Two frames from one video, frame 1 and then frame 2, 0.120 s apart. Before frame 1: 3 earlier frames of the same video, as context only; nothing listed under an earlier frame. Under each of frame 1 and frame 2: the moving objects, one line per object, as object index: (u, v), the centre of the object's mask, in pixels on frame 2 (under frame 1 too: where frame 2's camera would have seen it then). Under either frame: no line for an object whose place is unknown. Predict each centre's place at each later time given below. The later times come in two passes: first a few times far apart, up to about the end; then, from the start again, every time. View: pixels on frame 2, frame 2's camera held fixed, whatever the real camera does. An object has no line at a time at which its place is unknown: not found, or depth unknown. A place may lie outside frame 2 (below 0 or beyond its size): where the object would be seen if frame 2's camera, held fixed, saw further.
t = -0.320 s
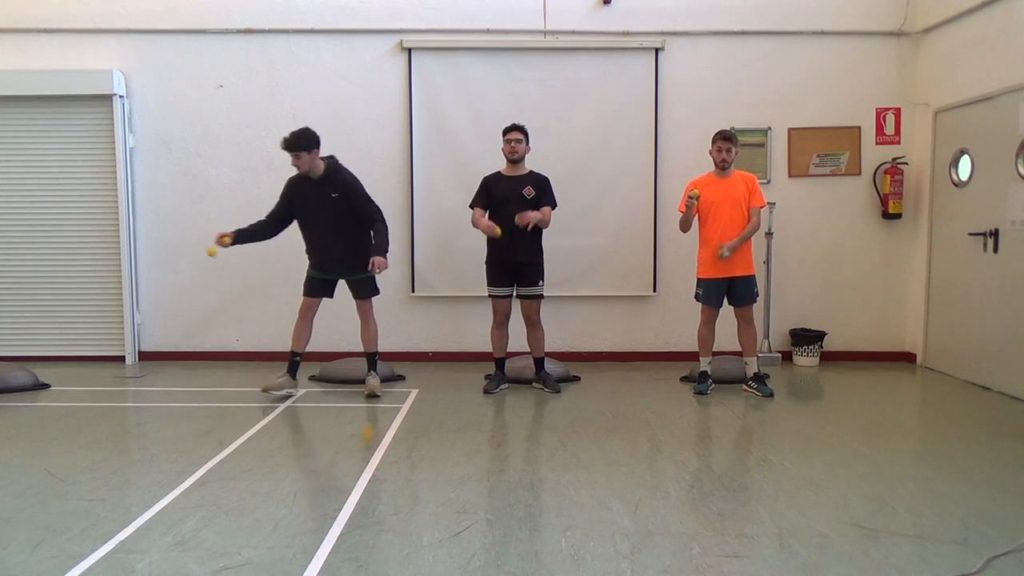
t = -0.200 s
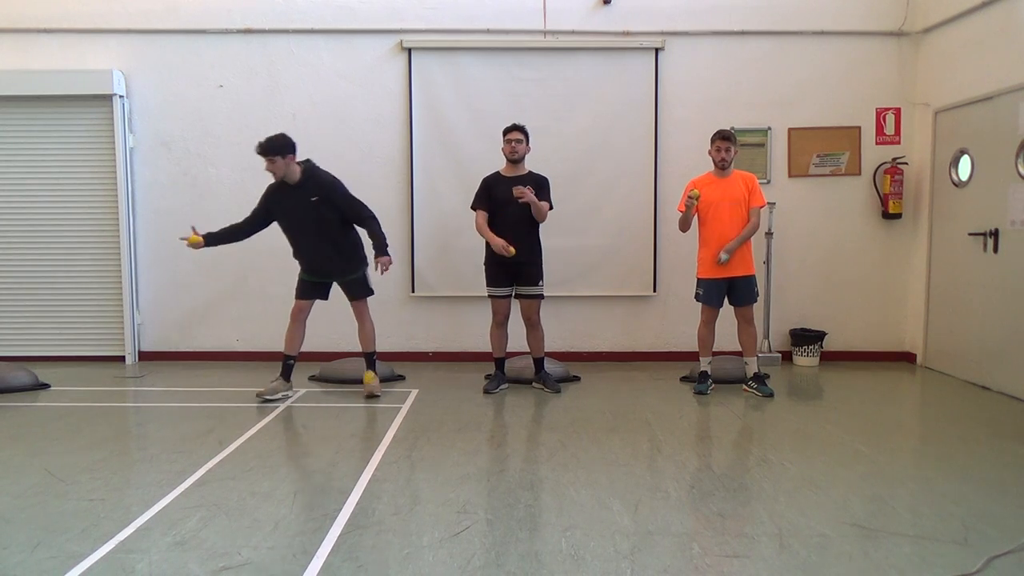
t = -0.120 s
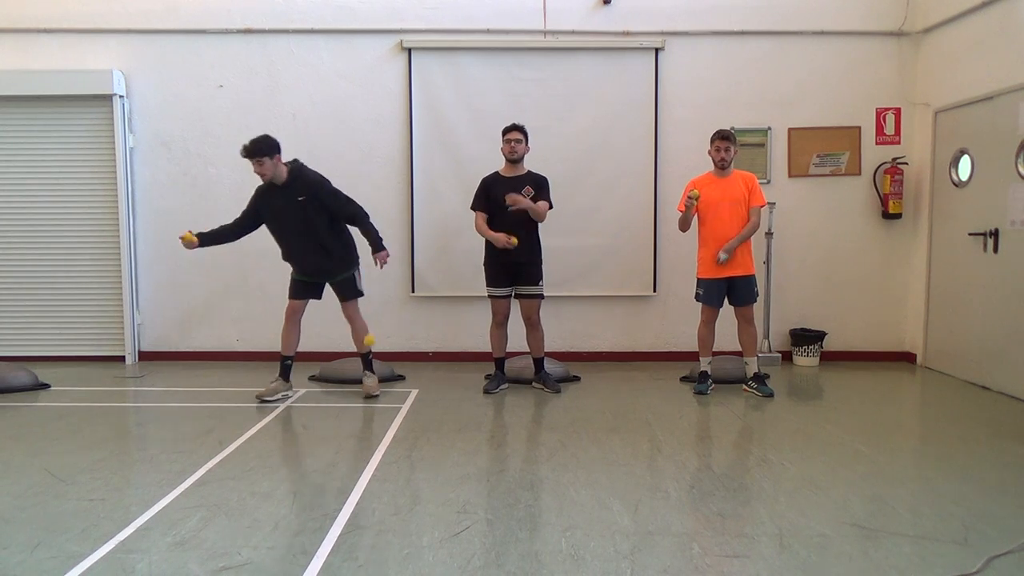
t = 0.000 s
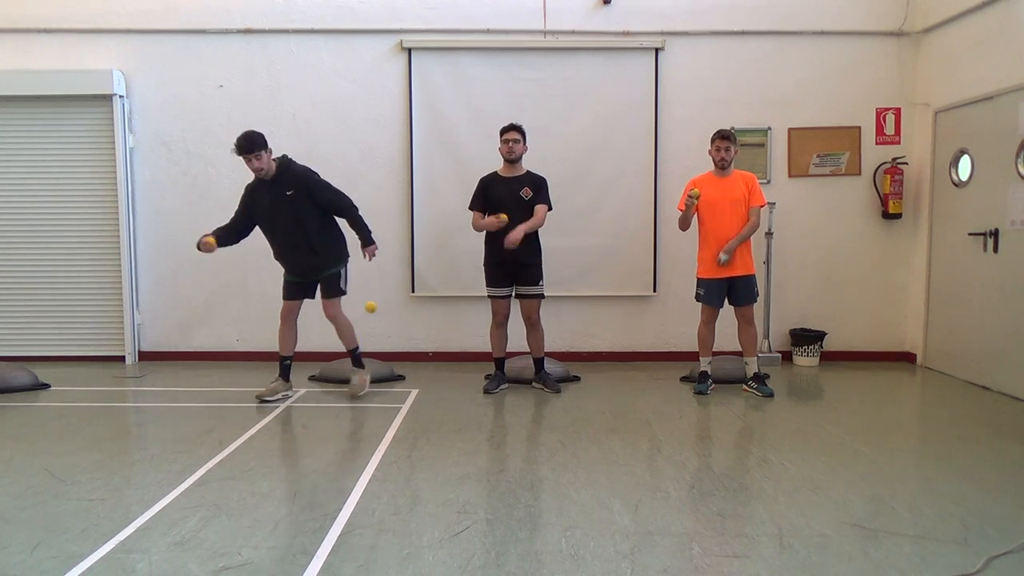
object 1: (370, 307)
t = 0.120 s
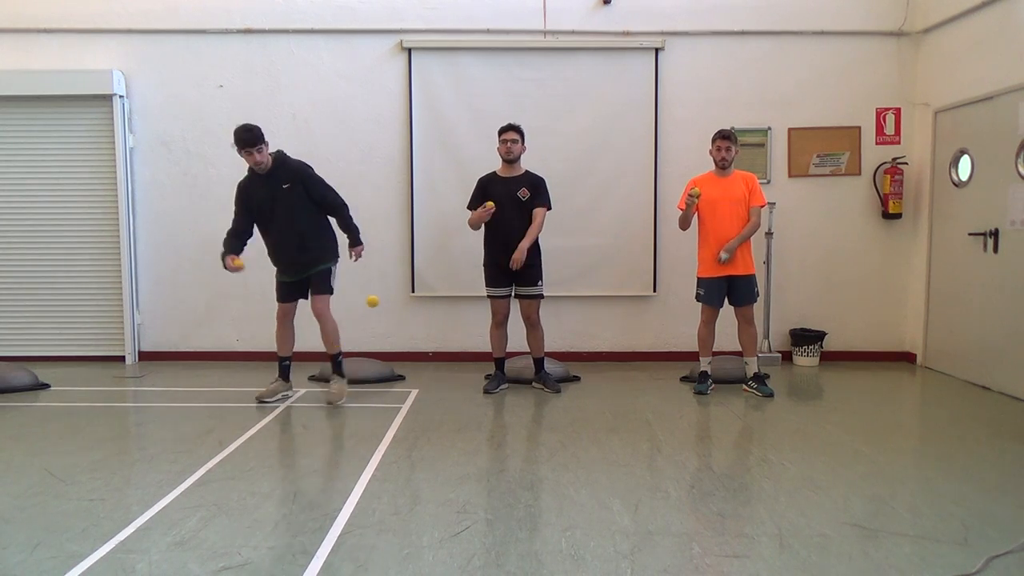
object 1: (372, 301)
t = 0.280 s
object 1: (376, 341)
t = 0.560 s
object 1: (381, 427)
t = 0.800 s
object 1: (385, 351)
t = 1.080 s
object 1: (391, 433)
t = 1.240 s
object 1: (396, 485)
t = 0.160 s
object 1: (373, 306)
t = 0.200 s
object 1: (374, 314)
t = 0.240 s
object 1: (374, 326)
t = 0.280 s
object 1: (376, 341)
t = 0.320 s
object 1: (377, 360)
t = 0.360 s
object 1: (377, 383)
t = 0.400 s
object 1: (378, 411)
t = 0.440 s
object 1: (379, 442)
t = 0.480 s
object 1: (380, 476)
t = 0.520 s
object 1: (380, 453)
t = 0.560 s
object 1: (381, 427)
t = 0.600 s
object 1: (382, 406)
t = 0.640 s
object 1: (383, 388)
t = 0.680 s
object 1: (383, 375)
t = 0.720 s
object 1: (383, 363)
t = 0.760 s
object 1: (384, 355)
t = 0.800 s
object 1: (385, 351)
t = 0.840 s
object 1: (385, 351)
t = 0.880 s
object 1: (386, 354)
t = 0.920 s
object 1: (387, 361)
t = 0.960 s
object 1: (388, 373)
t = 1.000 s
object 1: (389, 387)
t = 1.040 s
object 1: (390, 408)
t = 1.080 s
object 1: (391, 433)
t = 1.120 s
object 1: (392, 463)
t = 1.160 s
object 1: (393, 496)
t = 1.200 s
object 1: (395, 511)
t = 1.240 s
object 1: (396, 485)
